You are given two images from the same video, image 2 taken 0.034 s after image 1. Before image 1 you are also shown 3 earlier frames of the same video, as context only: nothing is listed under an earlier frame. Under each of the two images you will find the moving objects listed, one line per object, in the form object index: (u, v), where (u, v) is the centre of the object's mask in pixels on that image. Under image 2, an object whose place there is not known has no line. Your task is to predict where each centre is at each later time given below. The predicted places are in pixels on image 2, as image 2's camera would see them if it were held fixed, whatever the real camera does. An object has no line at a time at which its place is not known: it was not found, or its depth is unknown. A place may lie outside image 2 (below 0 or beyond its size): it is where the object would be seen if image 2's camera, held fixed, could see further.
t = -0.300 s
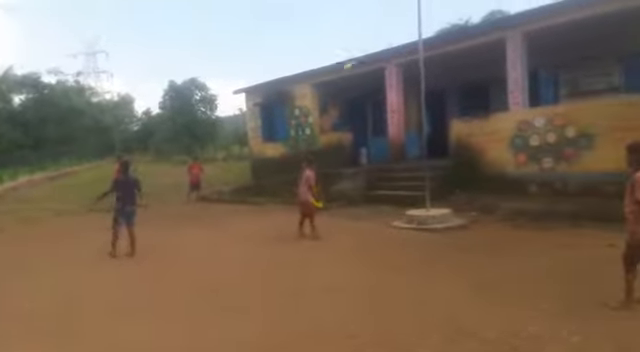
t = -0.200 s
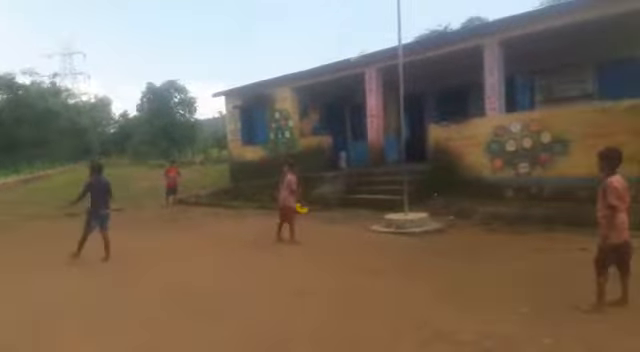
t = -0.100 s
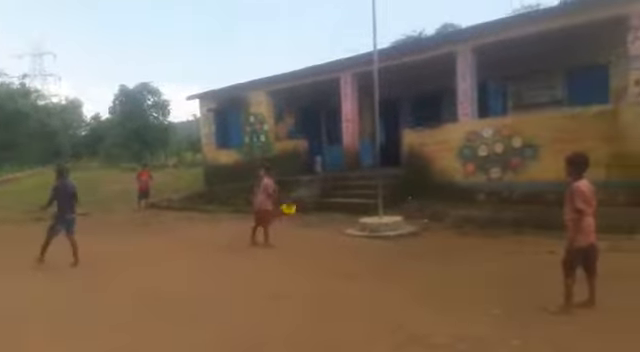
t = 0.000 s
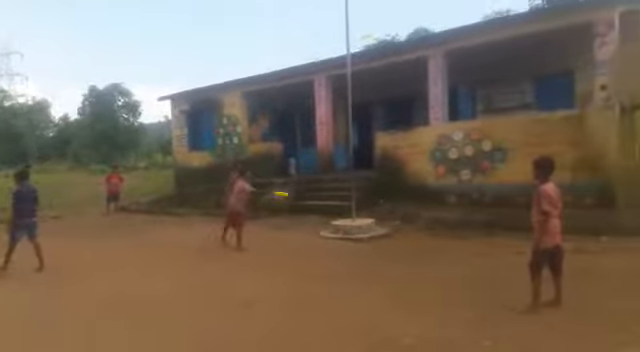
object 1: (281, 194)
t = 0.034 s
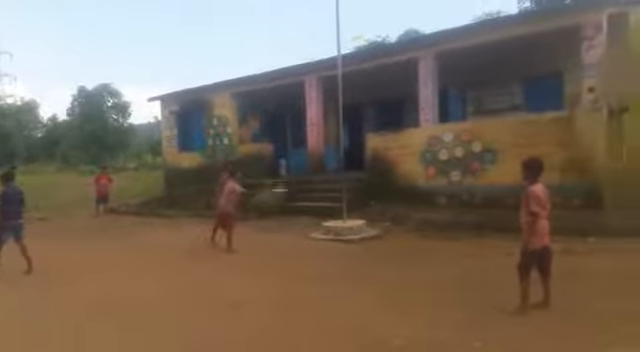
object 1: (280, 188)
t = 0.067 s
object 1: (287, 186)
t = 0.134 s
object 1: (299, 179)
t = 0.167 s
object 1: (307, 175)
